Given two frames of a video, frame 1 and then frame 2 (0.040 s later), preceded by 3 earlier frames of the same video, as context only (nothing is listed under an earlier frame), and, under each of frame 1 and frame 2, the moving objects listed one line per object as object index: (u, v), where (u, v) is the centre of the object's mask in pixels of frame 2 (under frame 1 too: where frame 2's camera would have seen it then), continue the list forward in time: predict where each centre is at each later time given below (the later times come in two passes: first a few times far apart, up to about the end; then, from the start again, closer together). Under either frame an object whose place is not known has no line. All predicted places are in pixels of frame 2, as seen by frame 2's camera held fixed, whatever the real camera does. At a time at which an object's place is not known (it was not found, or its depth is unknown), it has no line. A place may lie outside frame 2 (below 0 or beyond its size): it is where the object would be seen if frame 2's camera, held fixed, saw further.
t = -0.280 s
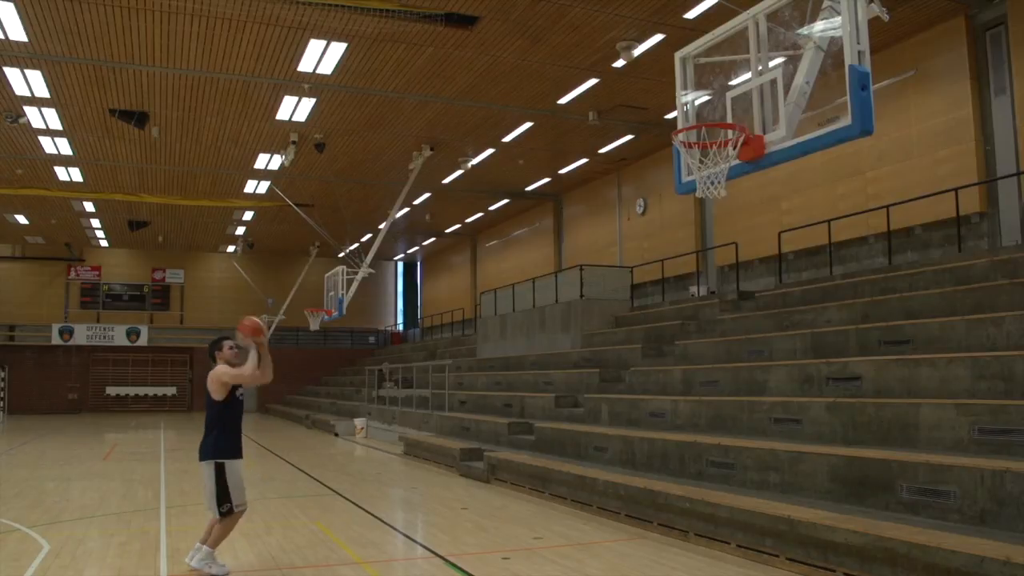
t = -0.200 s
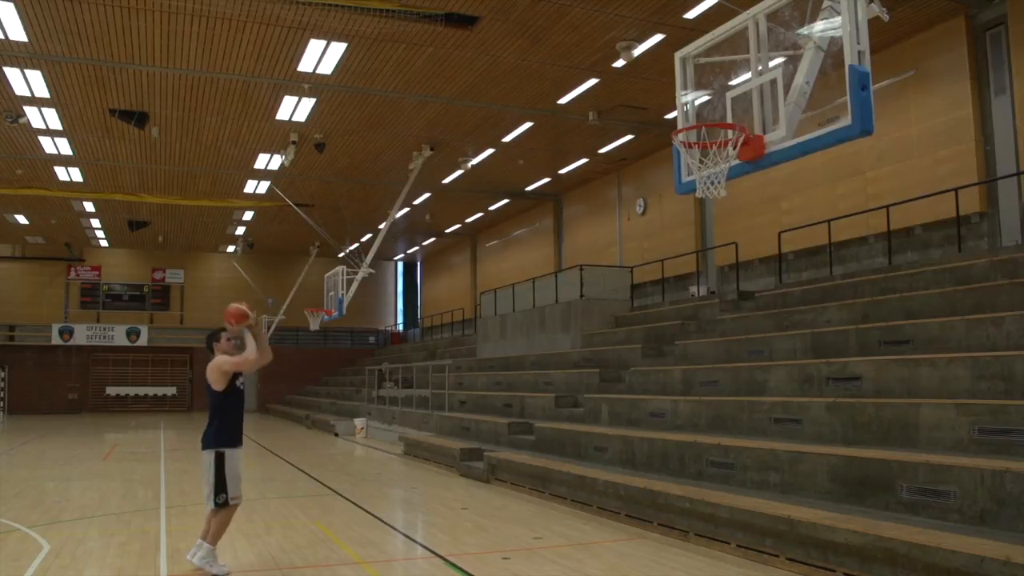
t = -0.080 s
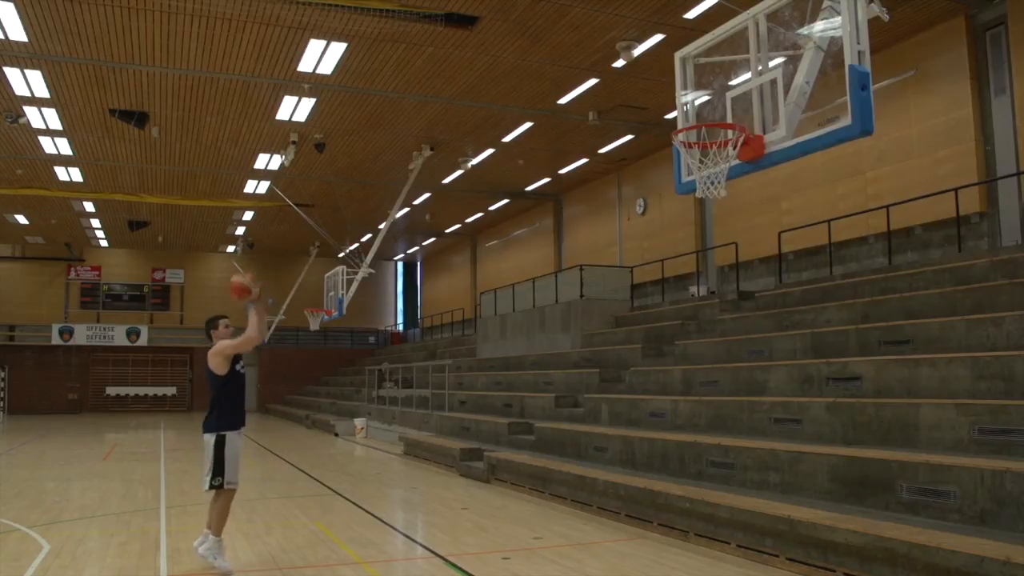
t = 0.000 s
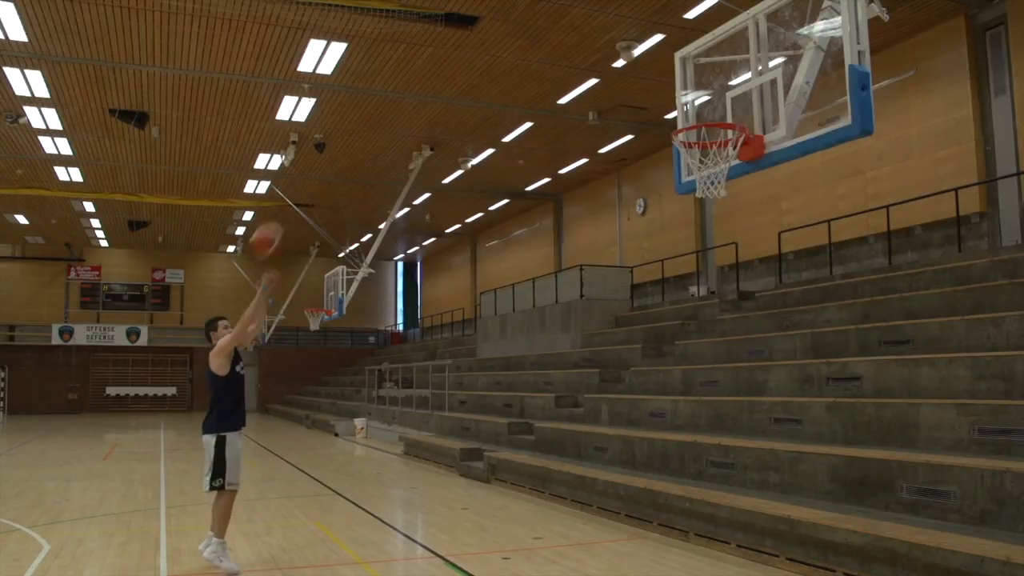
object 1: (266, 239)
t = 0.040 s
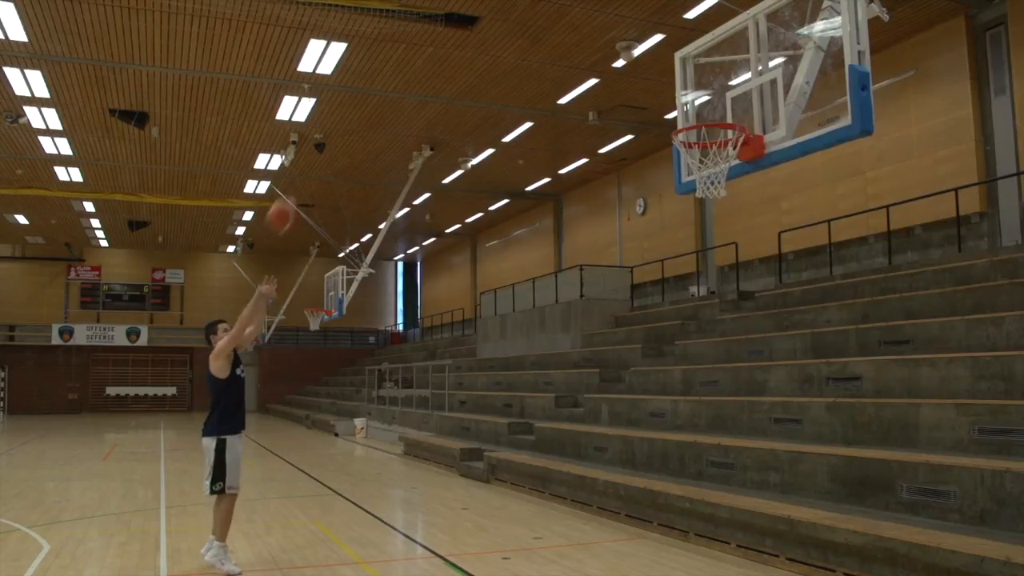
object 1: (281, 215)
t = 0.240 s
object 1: (371, 112)
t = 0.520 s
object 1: (499, 46)
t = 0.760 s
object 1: (620, 70)
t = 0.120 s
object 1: (318, 168)
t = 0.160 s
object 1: (334, 144)
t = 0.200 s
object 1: (353, 128)
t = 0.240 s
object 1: (371, 112)
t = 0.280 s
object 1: (387, 96)
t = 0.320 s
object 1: (406, 81)
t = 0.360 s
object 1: (423, 70)
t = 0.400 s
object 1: (442, 62)
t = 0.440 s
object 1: (460, 55)
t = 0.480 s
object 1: (481, 48)
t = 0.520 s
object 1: (499, 46)
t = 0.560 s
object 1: (518, 45)
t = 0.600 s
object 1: (537, 46)
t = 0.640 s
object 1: (558, 48)
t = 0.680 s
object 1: (579, 52)
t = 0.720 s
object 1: (597, 59)
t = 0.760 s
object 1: (620, 70)
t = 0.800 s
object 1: (644, 82)
